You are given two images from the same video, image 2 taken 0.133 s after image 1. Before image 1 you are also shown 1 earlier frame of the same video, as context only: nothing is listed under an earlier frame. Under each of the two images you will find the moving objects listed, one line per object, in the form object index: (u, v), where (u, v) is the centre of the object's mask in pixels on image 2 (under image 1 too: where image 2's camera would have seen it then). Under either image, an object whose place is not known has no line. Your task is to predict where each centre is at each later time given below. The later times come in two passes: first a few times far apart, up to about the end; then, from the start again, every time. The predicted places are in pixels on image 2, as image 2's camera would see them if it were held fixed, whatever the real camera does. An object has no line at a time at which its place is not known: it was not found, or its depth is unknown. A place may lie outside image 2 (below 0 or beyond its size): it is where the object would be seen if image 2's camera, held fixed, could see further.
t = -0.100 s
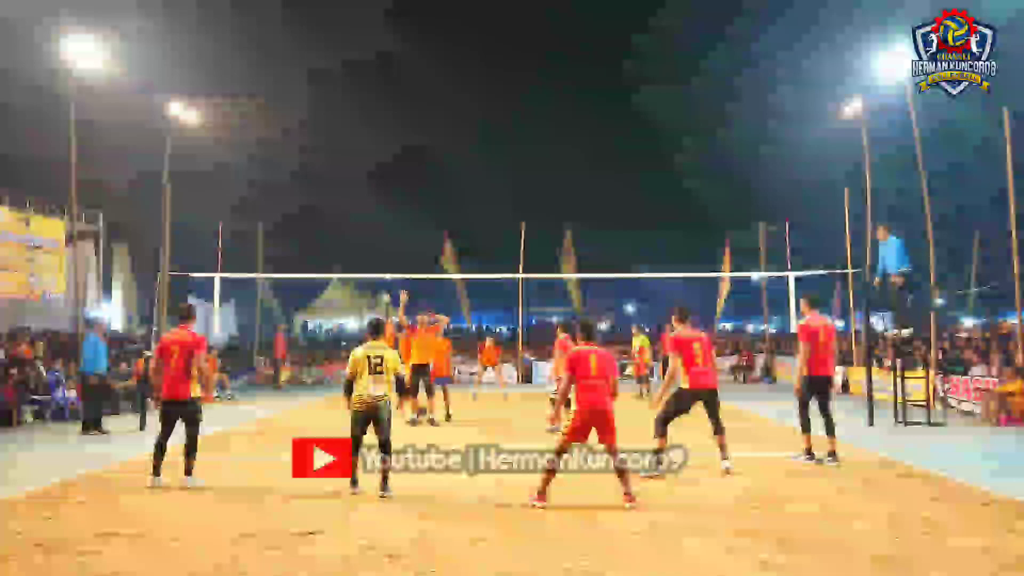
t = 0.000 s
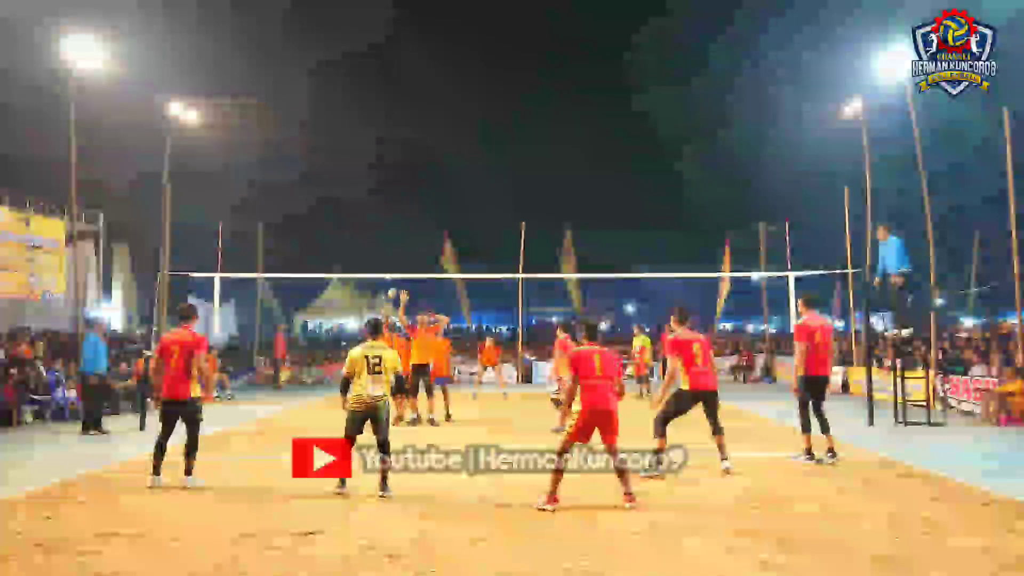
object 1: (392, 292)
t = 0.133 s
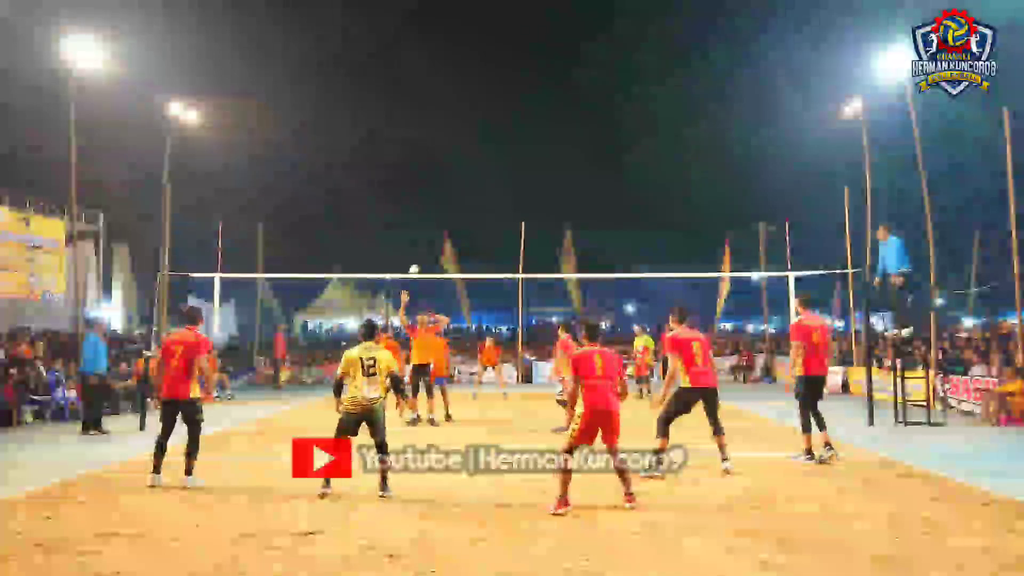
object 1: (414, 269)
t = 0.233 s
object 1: (433, 253)
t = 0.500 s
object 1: (493, 223)
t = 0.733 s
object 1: (564, 233)
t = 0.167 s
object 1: (420, 263)
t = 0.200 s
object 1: (427, 258)
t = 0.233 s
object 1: (433, 253)
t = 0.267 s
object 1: (439, 248)
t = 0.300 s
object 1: (447, 243)
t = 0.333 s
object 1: (455, 238)
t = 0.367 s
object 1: (461, 235)
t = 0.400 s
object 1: (469, 231)
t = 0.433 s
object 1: (477, 228)
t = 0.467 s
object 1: (485, 226)
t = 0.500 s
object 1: (493, 223)
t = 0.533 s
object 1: (502, 223)
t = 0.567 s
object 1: (512, 223)
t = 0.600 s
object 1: (520, 223)
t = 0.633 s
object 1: (530, 224)
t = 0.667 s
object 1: (541, 226)
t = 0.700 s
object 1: (553, 229)
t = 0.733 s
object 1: (564, 233)
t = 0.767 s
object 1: (578, 239)
